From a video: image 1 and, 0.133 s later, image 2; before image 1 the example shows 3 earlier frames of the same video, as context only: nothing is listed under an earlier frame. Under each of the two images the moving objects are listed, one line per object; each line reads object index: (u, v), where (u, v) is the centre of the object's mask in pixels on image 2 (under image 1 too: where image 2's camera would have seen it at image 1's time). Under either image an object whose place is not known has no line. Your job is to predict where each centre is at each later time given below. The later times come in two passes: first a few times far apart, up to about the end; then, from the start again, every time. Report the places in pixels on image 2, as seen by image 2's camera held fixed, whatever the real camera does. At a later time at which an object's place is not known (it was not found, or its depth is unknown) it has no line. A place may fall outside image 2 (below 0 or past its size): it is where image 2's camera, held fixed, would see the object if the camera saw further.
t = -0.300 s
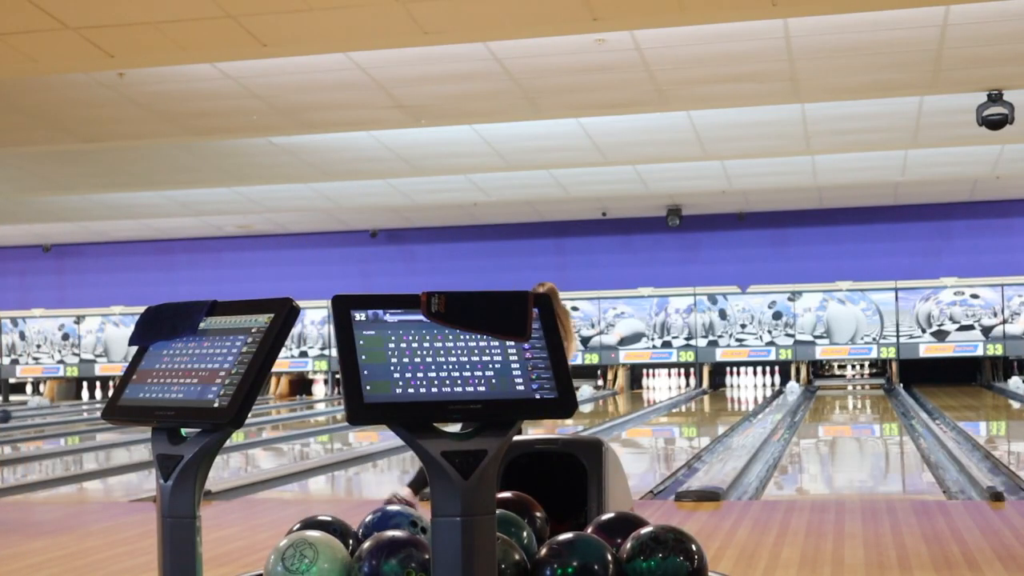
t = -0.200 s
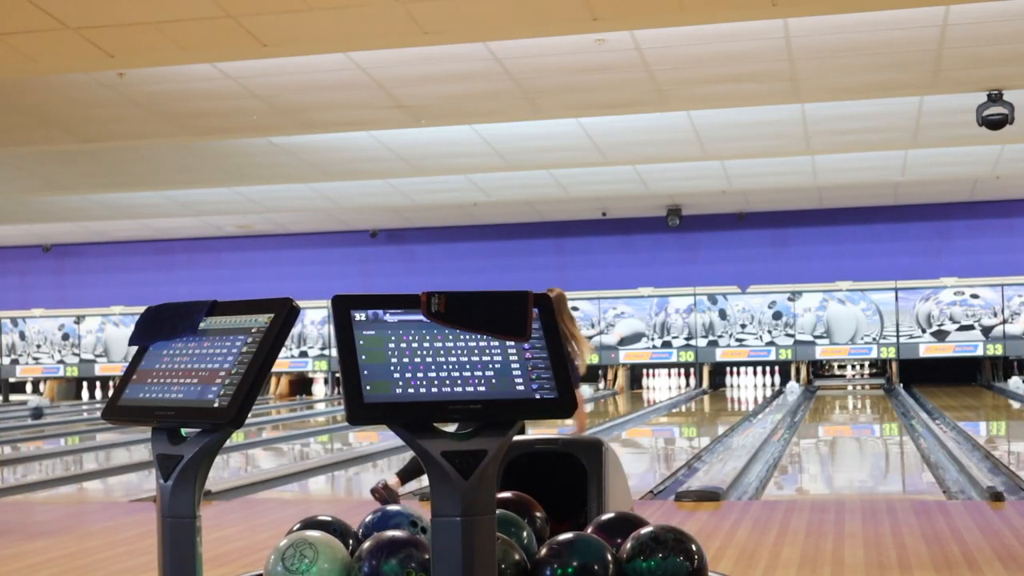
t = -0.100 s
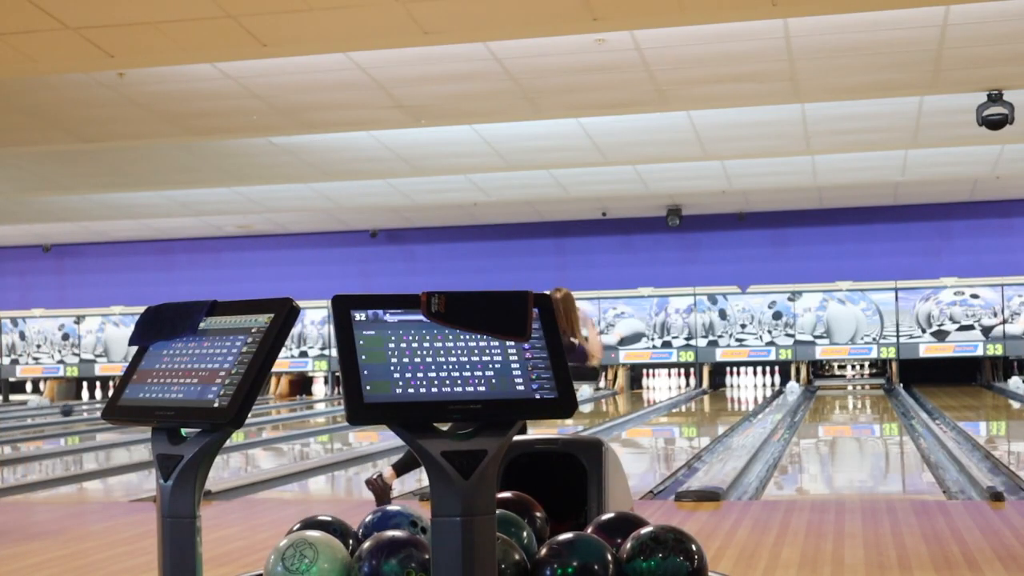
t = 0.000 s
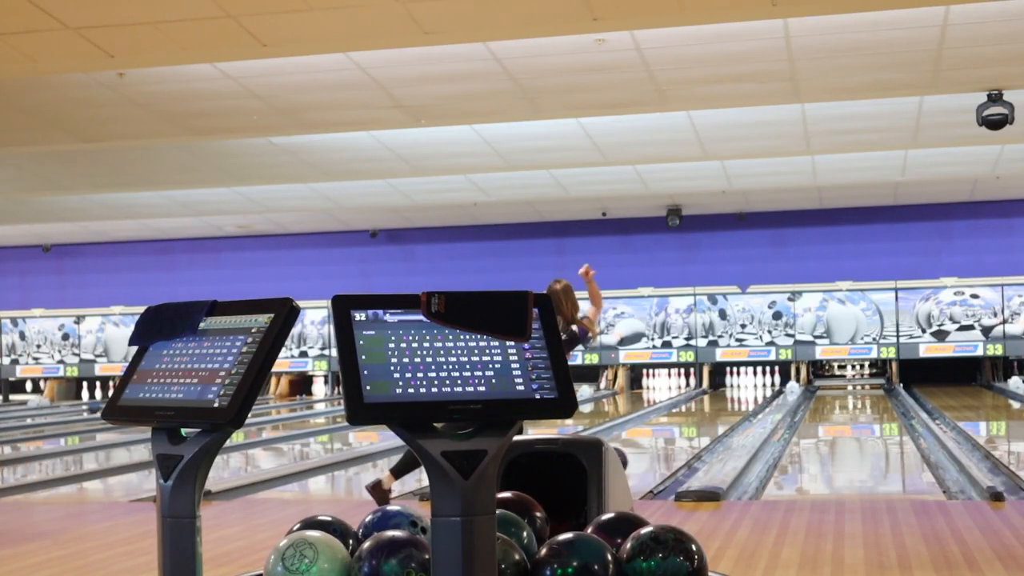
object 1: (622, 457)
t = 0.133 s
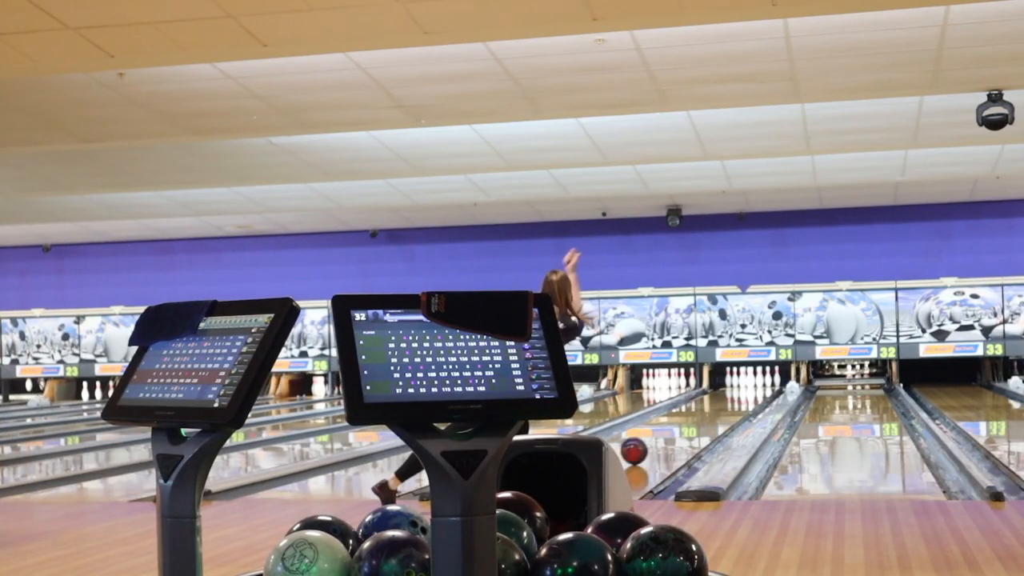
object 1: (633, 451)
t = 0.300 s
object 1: (655, 439)
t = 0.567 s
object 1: (681, 425)
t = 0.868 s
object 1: (704, 413)
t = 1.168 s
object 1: (720, 404)
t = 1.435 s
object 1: (732, 397)
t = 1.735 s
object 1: (741, 392)
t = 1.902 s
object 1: (745, 389)
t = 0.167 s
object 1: (638, 448)
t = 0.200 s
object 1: (643, 446)
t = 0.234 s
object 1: (647, 443)
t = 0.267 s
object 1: (651, 441)
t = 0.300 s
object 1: (655, 439)
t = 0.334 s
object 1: (659, 437)
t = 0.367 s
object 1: (662, 435)
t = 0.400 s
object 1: (666, 433)
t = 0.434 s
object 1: (669, 431)
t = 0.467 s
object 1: (673, 430)
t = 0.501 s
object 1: (675, 428)
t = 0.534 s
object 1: (678, 427)
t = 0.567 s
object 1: (681, 425)
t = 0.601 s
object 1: (684, 423)
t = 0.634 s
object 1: (687, 422)
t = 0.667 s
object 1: (689, 421)
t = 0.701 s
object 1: (692, 419)
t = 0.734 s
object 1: (694, 418)
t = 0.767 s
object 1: (697, 417)
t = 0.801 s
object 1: (699, 416)
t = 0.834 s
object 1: (701, 415)
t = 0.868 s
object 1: (704, 413)
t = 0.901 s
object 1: (706, 412)
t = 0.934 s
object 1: (707, 411)
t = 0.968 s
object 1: (709, 410)
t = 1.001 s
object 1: (712, 409)
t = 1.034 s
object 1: (713, 408)
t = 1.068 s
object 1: (715, 407)
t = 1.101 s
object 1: (717, 406)
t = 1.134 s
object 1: (719, 404)
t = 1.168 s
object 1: (720, 404)
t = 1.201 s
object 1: (722, 403)
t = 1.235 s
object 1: (723, 402)
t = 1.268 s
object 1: (725, 401)
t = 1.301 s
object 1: (726, 401)
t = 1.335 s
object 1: (728, 401)
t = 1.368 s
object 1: (729, 400)
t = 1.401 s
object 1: (731, 399)
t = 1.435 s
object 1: (732, 397)
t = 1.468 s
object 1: (733, 397)
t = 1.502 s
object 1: (734, 396)
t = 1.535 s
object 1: (735, 396)
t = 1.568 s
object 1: (736, 395)
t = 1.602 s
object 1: (737, 395)
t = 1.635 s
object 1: (738, 394)
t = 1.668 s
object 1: (739, 394)
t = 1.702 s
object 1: (741, 393)
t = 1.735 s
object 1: (741, 392)
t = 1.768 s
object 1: (742, 391)
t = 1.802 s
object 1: (743, 391)
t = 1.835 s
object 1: (743, 390)
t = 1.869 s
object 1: (744, 390)
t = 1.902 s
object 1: (745, 389)
